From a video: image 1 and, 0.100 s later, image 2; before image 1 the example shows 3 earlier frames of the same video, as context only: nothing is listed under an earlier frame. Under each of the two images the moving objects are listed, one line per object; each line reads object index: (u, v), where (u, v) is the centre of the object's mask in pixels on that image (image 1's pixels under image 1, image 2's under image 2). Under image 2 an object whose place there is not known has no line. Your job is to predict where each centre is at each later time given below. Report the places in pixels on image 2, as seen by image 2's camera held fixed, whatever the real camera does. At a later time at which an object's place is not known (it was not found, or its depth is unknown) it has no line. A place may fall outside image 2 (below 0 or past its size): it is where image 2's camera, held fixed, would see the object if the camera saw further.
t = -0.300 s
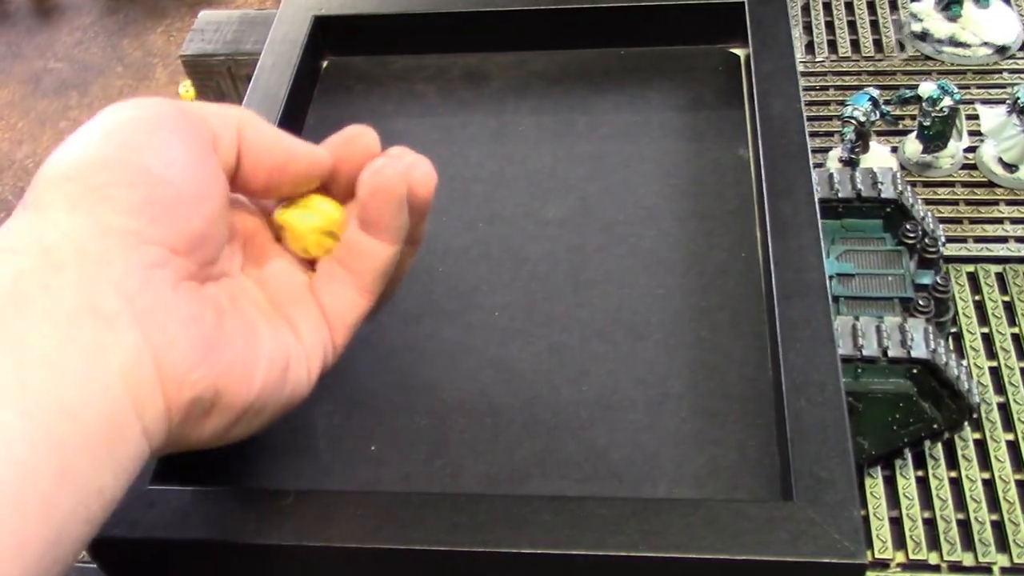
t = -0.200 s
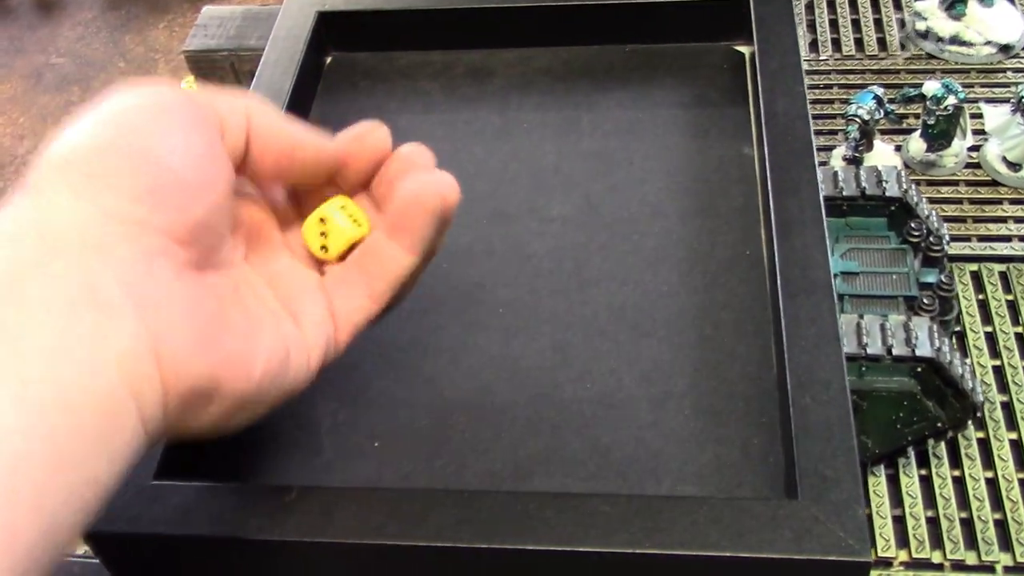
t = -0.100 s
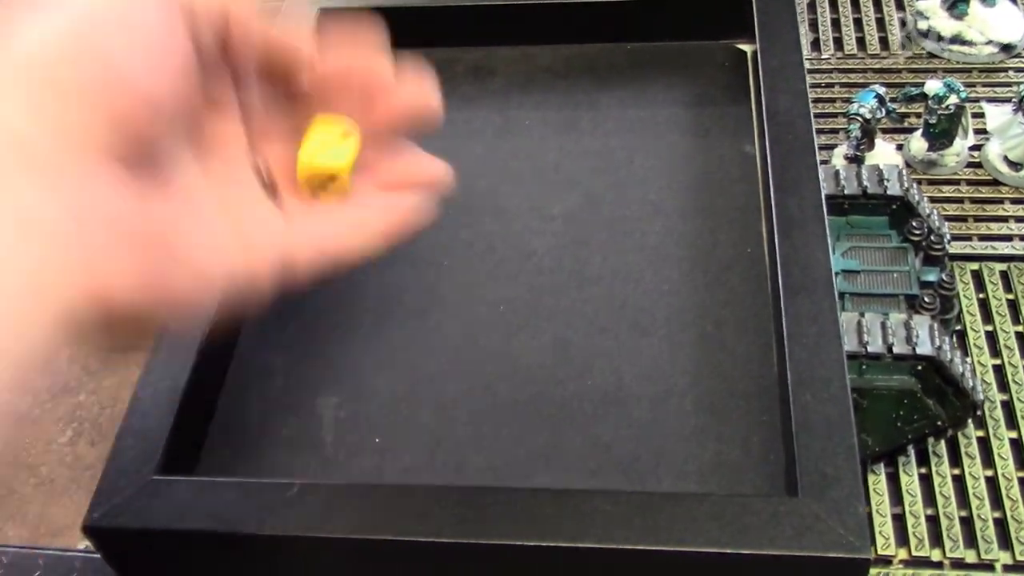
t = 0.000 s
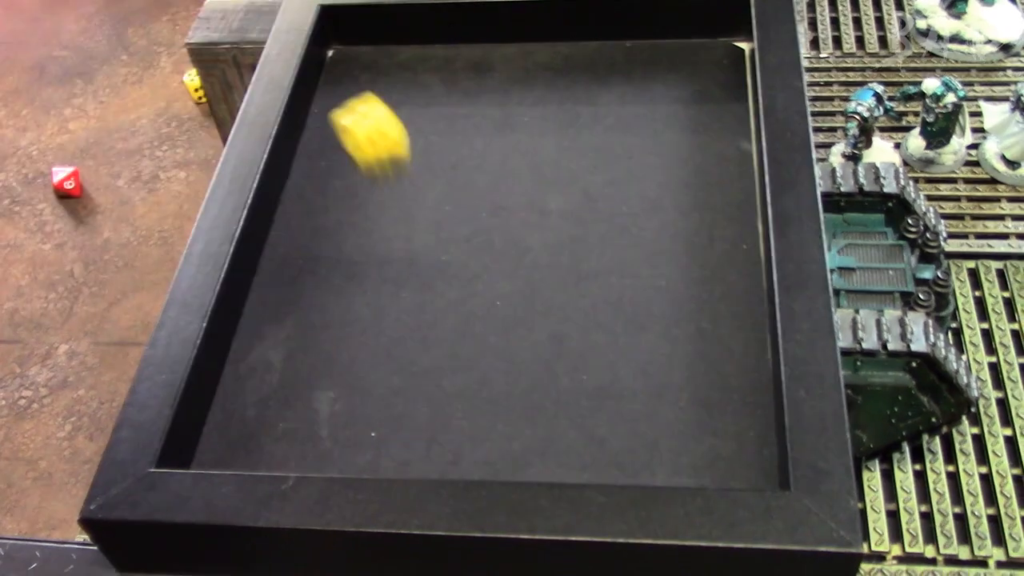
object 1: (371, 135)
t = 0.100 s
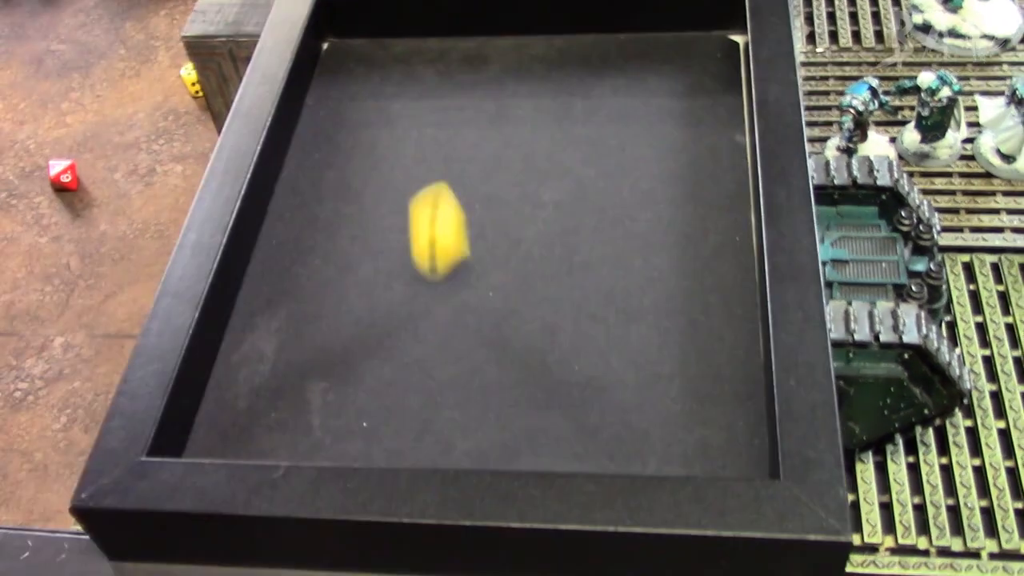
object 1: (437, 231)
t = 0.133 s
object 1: (439, 188)
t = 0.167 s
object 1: (445, 170)
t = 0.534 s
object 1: (491, 303)
